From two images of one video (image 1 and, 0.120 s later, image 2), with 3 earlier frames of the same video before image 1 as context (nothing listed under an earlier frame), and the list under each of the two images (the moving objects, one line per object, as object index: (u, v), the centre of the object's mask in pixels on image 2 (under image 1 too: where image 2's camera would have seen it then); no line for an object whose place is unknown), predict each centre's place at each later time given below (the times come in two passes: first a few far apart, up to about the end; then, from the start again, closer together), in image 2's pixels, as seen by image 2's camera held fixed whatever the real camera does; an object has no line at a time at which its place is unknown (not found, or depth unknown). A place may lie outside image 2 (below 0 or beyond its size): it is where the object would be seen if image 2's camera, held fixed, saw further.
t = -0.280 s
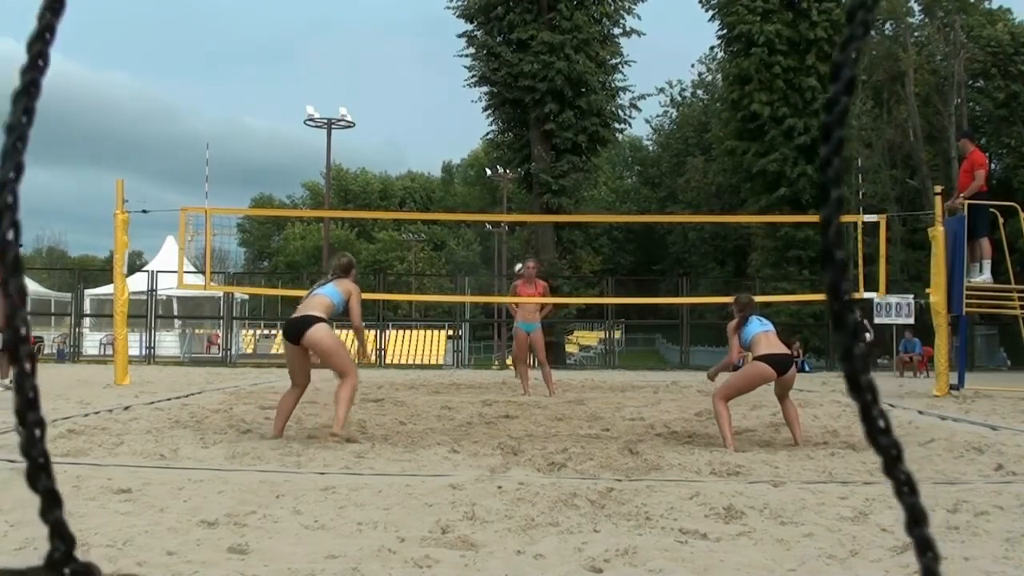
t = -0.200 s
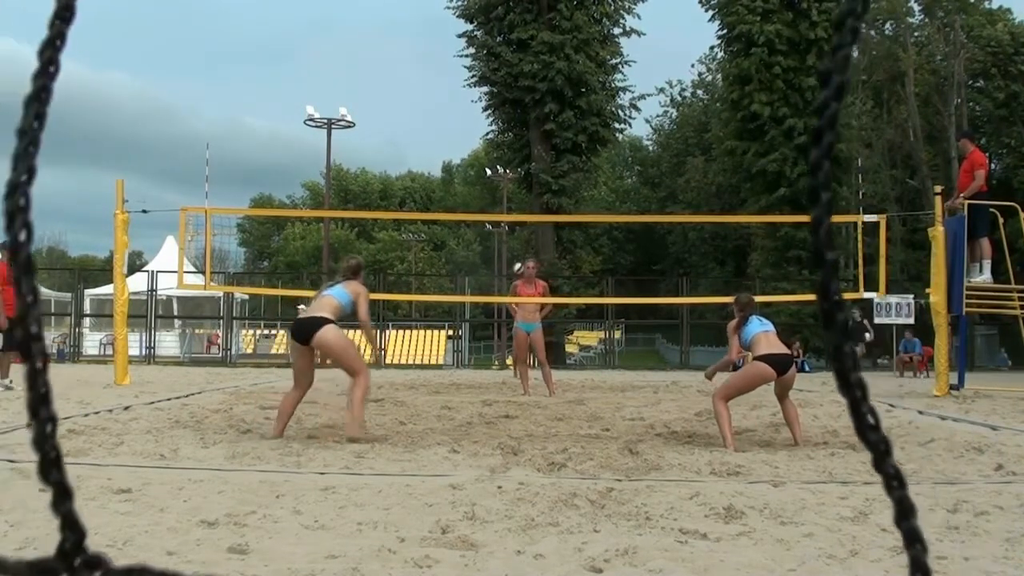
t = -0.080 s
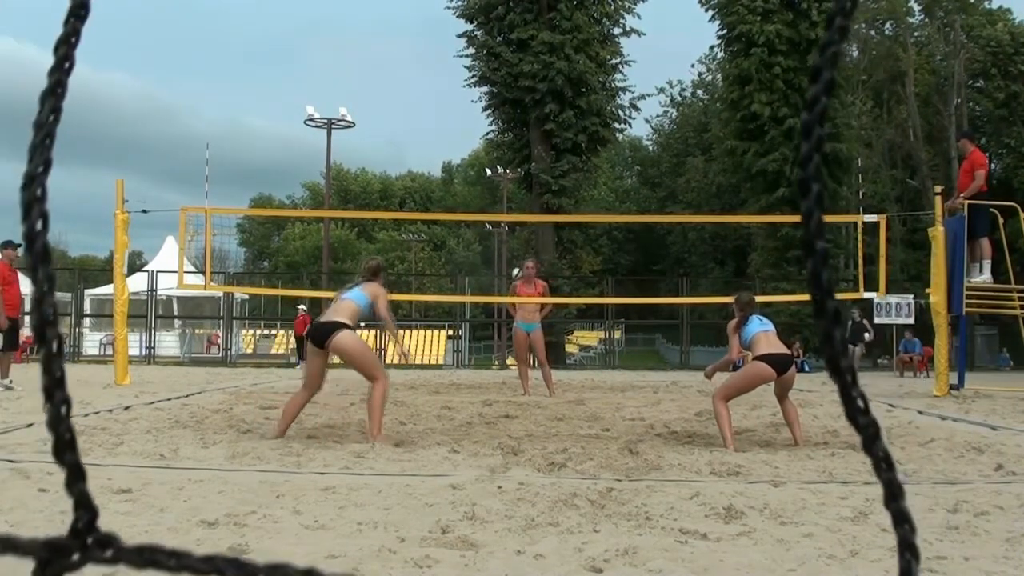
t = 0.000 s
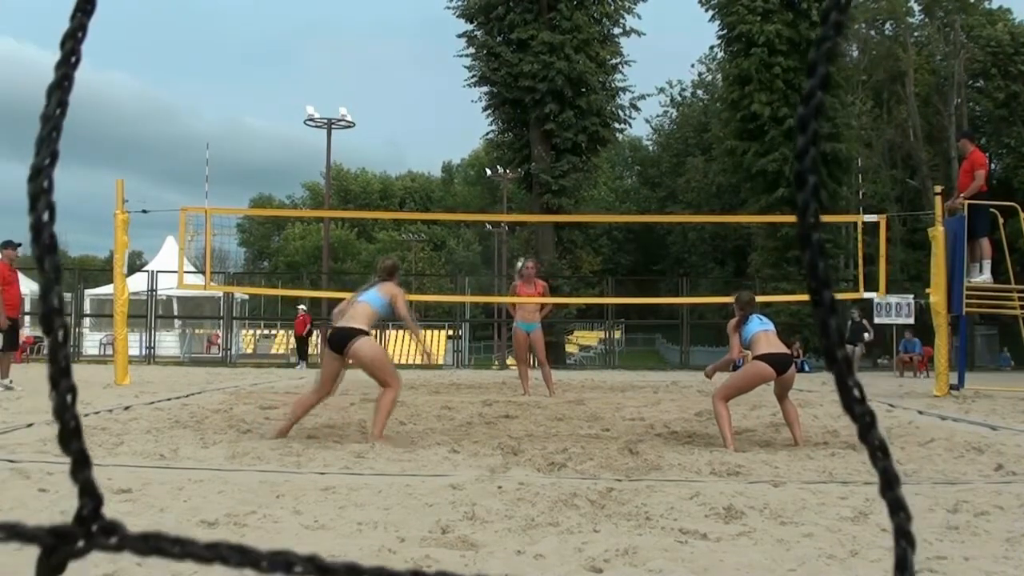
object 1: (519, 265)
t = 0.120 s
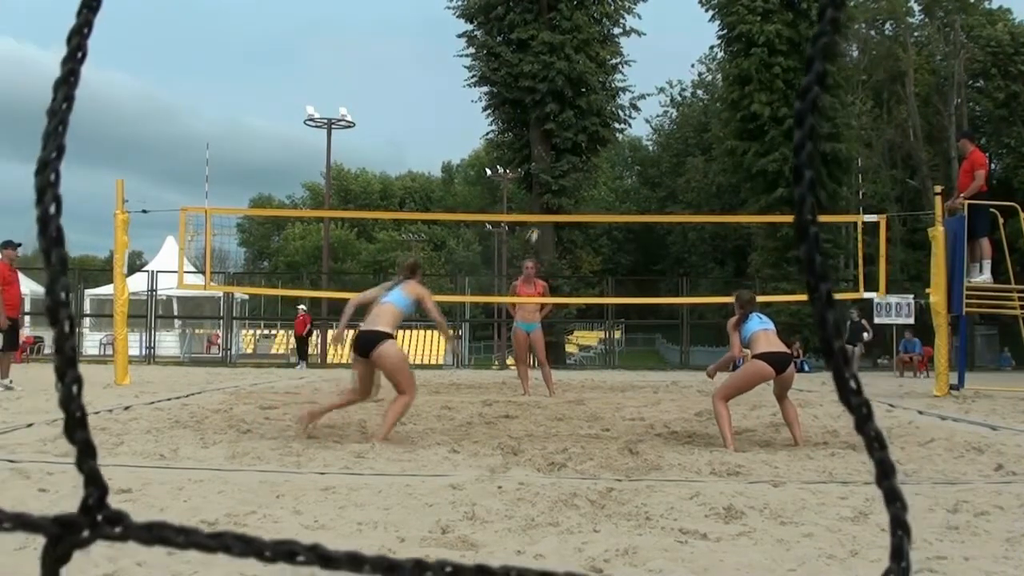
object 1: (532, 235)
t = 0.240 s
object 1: (549, 209)
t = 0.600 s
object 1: (595, 169)
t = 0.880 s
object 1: (642, 194)
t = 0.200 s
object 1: (544, 213)
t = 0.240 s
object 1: (549, 209)
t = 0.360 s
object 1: (563, 190)
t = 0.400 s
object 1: (569, 185)
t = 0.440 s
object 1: (574, 180)
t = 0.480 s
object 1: (579, 176)
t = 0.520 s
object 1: (584, 173)
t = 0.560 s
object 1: (590, 170)
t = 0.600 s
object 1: (595, 169)
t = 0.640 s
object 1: (602, 166)
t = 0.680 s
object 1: (608, 167)
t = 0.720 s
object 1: (616, 170)
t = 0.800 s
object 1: (629, 178)
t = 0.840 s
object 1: (635, 186)
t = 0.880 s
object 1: (642, 194)
